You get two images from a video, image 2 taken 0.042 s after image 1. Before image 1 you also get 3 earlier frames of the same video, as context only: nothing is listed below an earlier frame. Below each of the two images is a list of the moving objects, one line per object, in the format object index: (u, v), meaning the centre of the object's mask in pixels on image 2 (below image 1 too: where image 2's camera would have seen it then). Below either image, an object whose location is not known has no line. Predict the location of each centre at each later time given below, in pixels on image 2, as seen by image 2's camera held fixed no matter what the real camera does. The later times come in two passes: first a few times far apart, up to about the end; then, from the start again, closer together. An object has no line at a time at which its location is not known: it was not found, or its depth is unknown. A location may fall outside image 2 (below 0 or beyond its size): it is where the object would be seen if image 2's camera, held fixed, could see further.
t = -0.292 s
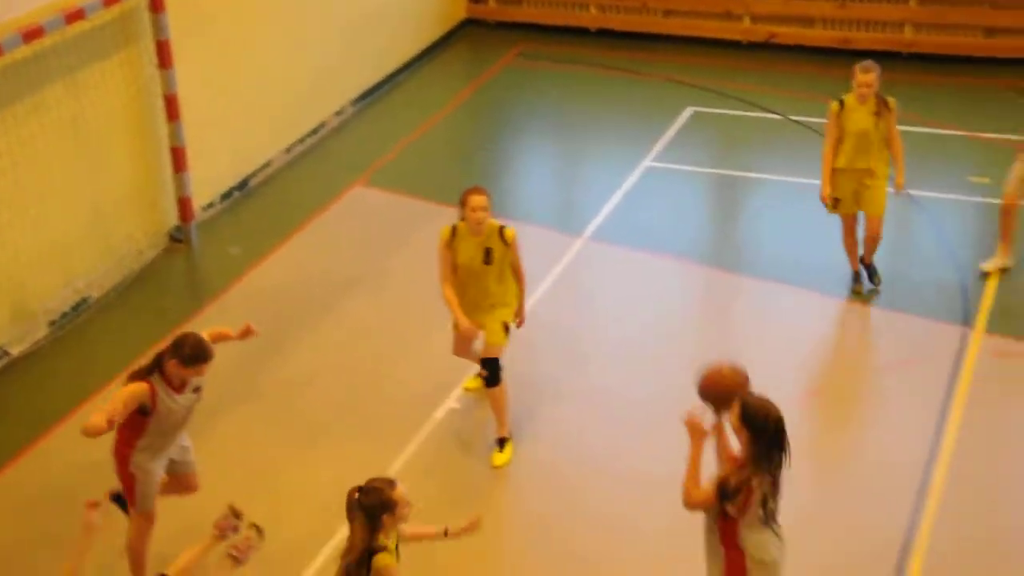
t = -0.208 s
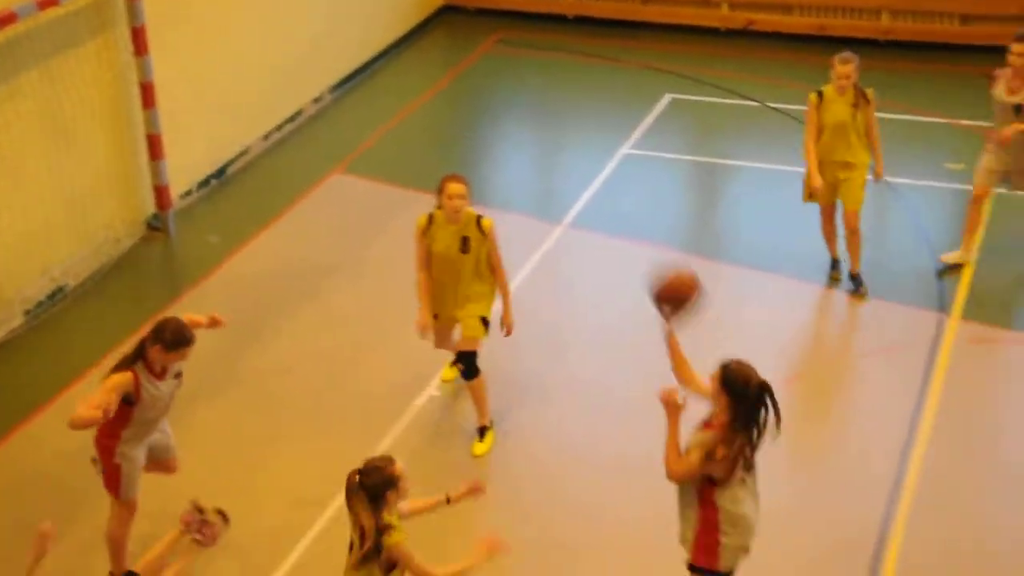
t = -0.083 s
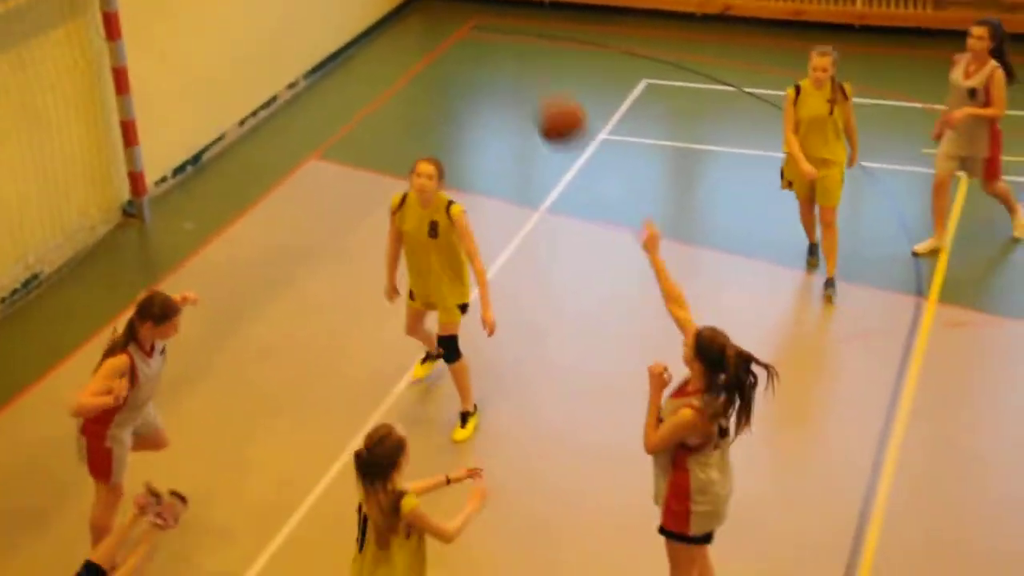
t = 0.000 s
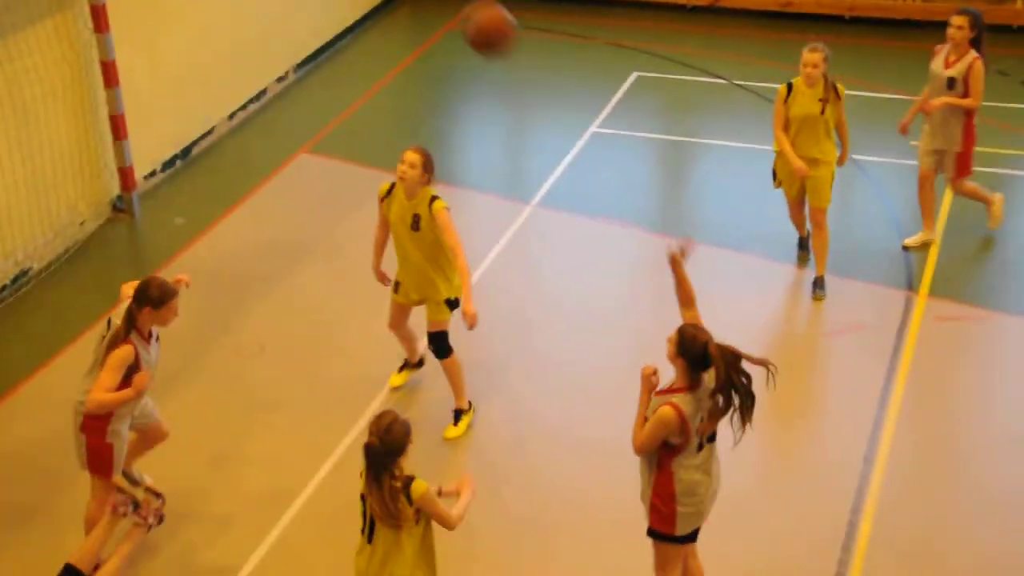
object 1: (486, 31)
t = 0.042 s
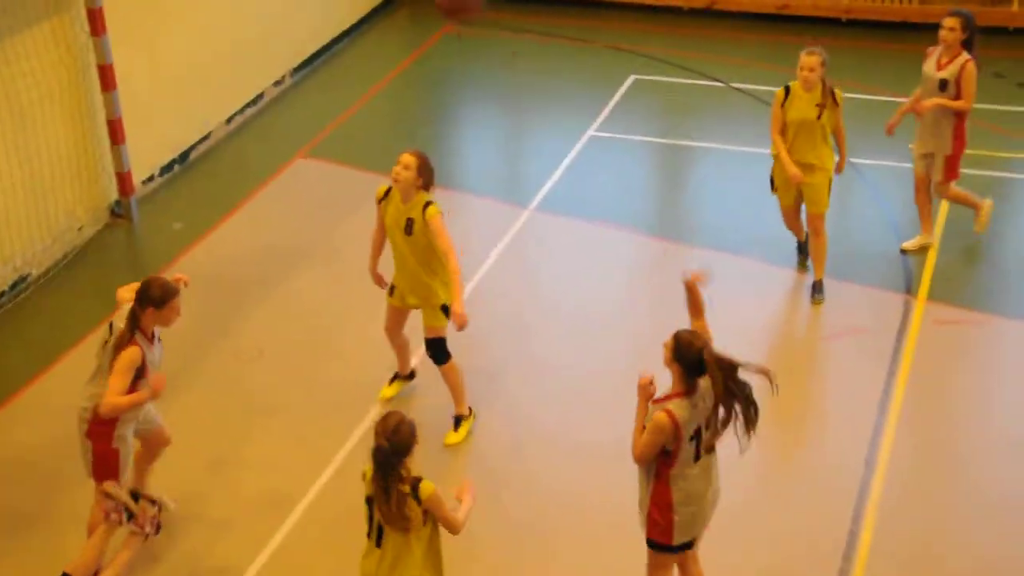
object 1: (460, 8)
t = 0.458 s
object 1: (227, -162)
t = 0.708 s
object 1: (241, -92)
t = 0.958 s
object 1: (261, -60)
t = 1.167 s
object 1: (296, 39)
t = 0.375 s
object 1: (234, -151)
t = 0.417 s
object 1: (211, -162)
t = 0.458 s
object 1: (227, -162)
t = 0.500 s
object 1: (258, -150)
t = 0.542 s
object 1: (284, -135)
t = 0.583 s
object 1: (272, -122)
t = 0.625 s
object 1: (257, -101)
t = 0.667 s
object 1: (247, -94)
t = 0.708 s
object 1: (241, -92)
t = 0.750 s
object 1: (240, -91)
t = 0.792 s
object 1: (240, -90)
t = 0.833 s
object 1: (243, -85)
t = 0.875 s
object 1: (250, -80)
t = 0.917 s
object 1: (255, -72)
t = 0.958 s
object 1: (261, -60)
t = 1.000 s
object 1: (268, -44)
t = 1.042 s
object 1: (275, -28)
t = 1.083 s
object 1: (282, -8)
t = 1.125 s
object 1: (289, 15)
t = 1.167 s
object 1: (296, 39)
